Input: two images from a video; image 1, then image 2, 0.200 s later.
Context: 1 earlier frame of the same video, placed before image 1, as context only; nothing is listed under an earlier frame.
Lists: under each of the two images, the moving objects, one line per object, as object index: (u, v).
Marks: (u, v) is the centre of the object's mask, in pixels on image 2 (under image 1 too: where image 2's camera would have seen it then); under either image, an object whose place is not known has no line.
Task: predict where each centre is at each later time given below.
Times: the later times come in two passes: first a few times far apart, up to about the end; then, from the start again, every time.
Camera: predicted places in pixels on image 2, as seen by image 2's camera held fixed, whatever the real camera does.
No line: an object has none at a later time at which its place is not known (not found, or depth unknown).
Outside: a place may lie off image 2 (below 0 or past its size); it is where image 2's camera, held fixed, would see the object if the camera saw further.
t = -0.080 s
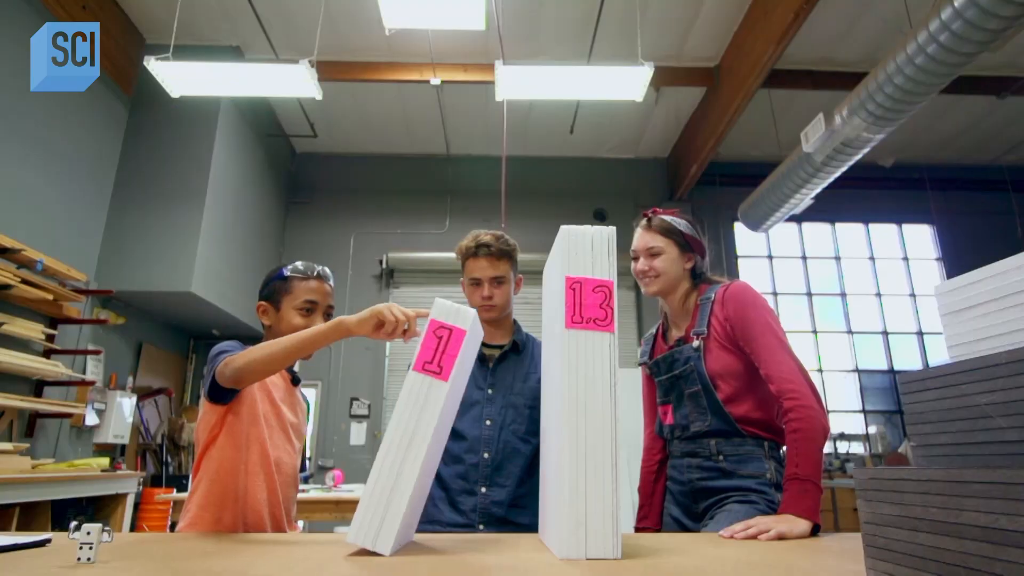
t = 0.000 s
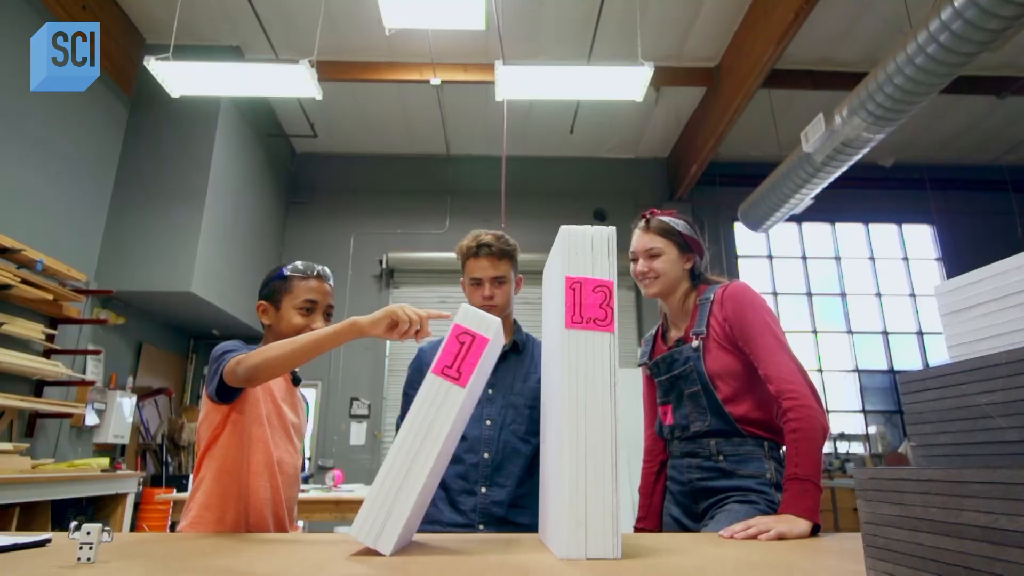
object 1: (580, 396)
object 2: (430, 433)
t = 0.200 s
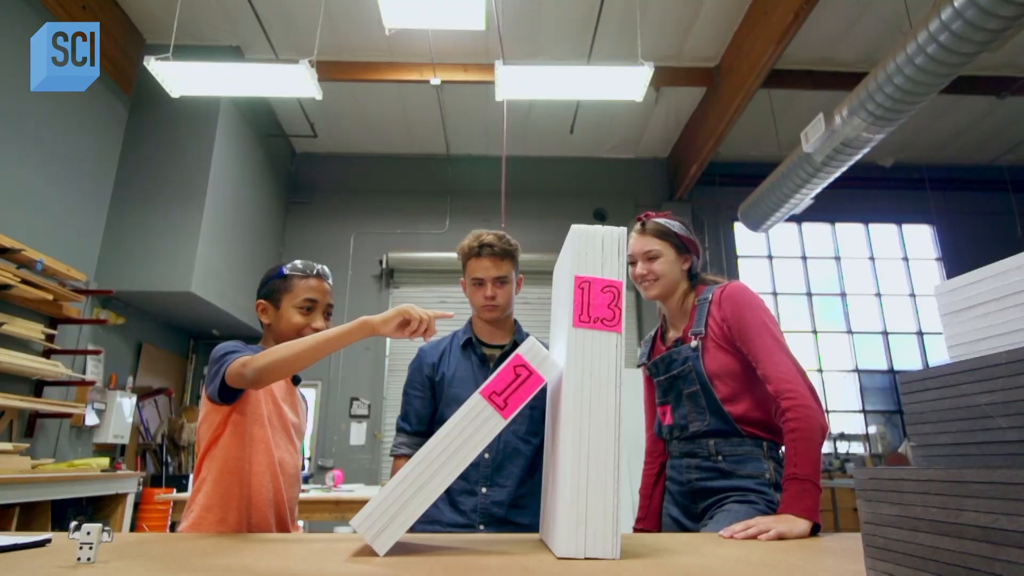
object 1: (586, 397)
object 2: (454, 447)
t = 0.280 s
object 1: (591, 396)
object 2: (455, 449)
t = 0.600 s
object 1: (634, 396)
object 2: (471, 471)
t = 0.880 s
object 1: (705, 428)
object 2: (485, 490)
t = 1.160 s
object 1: (726, 445)
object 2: (488, 494)
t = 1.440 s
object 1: (746, 469)
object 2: (489, 497)
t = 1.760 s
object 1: (735, 509)
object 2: (490, 498)
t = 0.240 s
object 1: (588, 396)
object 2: (455, 449)
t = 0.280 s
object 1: (591, 396)
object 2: (455, 449)
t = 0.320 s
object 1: (594, 395)
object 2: (456, 451)
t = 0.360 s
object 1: (598, 395)
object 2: (457, 456)
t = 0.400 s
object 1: (602, 394)
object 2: (459, 459)
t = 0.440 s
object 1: (607, 394)
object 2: (461, 461)
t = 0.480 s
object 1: (612, 394)
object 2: (463, 463)
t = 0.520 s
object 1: (619, 394)
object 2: (466, 466)
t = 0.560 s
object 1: (626, 395)
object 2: (469, 468)
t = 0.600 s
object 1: (634, 396)
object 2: (471, 471)
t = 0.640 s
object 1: (644, 398)
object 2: (474, 475)
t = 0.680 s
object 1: (655, 401)
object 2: (476, 478)
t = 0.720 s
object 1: (669, 405)
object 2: (480, 482)
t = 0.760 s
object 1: (682, 413)
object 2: (482, 486)
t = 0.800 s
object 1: (697, 422)
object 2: (484, 489)
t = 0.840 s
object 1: (702, 426)
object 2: (485, 490)
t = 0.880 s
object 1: (705, 428)
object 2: (485, 490)
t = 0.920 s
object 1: (708, 429)
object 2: (485, 491)
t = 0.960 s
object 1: (711, 432)
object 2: (486, 491)
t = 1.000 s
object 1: (714, 434)
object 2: (486, 492)
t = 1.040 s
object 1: (717, 436)
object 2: (486, 492)
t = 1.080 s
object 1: (720, 439)
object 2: (487, 493)
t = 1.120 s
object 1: (723, 442)
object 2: (487, 493)
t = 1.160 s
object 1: (726, 445)
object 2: (488, 494)
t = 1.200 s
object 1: (729, 448)
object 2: (488, 494)
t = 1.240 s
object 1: (732, 451)
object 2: (488, 495)
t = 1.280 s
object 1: (735, 454)
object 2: (488, 495)
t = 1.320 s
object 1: (738, 457)
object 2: (488, 496)
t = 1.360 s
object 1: (742, 461)
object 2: (489, 496)
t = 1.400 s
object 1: (744, 465)
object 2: (489, 496)
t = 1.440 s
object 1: (746, 469)
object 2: (489, 497)
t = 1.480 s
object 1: (747, 474)
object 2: (489, 497)
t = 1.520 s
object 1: (746, 478)
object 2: (489, 498)
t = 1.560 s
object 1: (745, 483)
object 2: (490, 498)
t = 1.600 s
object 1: (743, 488)
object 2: (490, 498)
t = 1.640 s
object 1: (741, 493)
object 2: (490, 498)
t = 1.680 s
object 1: (740, 498)
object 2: (490, 498)
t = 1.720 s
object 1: (736, 504)
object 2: (490, 498)
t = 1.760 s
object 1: (735, 509)
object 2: (490, 498)
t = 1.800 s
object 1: (731, 515)
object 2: (490, 498)
